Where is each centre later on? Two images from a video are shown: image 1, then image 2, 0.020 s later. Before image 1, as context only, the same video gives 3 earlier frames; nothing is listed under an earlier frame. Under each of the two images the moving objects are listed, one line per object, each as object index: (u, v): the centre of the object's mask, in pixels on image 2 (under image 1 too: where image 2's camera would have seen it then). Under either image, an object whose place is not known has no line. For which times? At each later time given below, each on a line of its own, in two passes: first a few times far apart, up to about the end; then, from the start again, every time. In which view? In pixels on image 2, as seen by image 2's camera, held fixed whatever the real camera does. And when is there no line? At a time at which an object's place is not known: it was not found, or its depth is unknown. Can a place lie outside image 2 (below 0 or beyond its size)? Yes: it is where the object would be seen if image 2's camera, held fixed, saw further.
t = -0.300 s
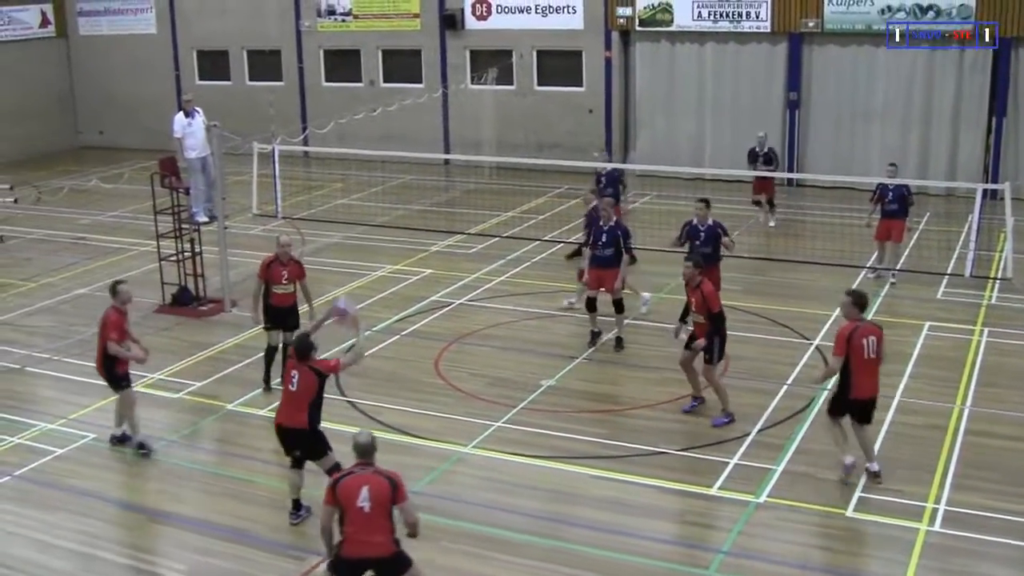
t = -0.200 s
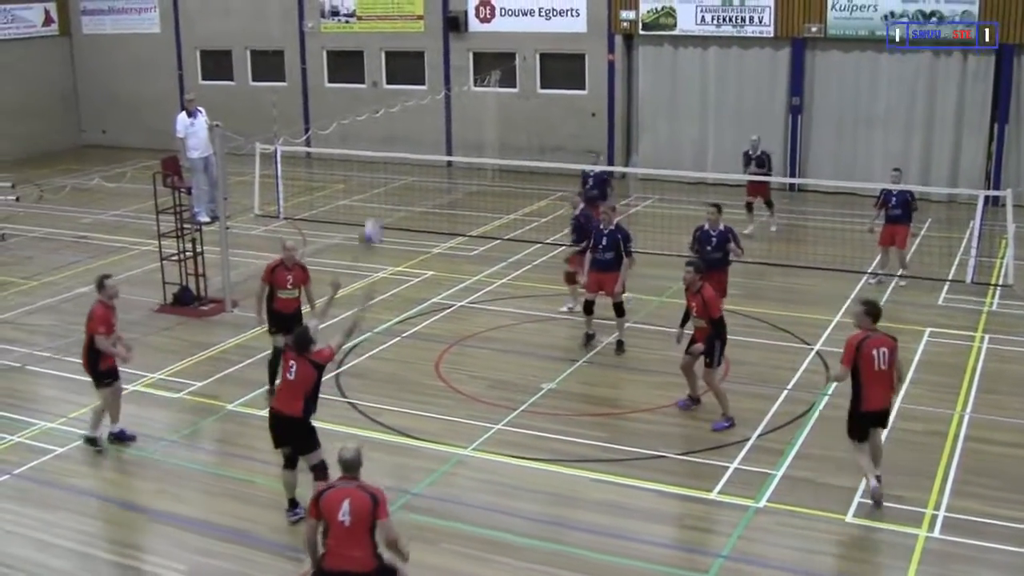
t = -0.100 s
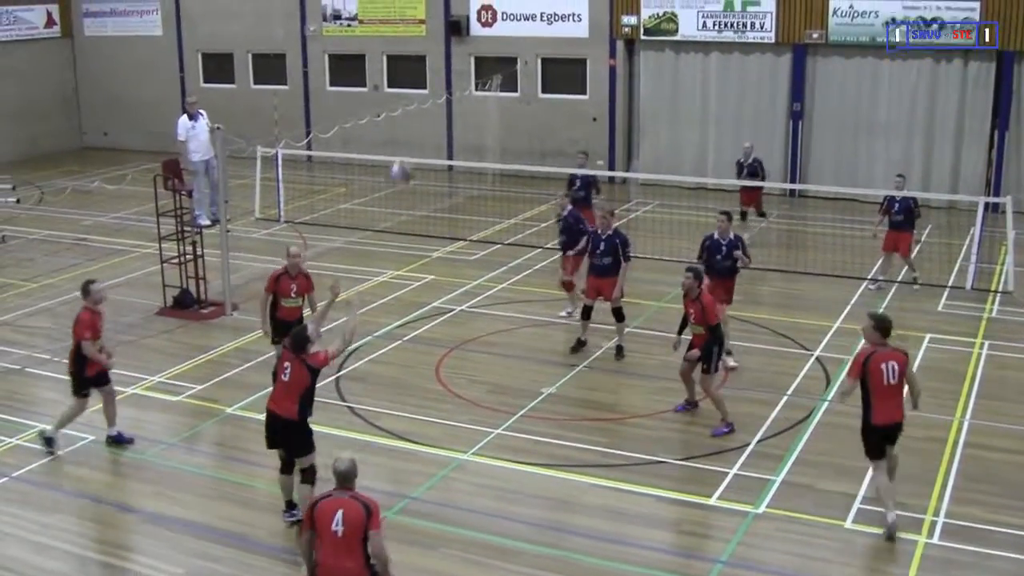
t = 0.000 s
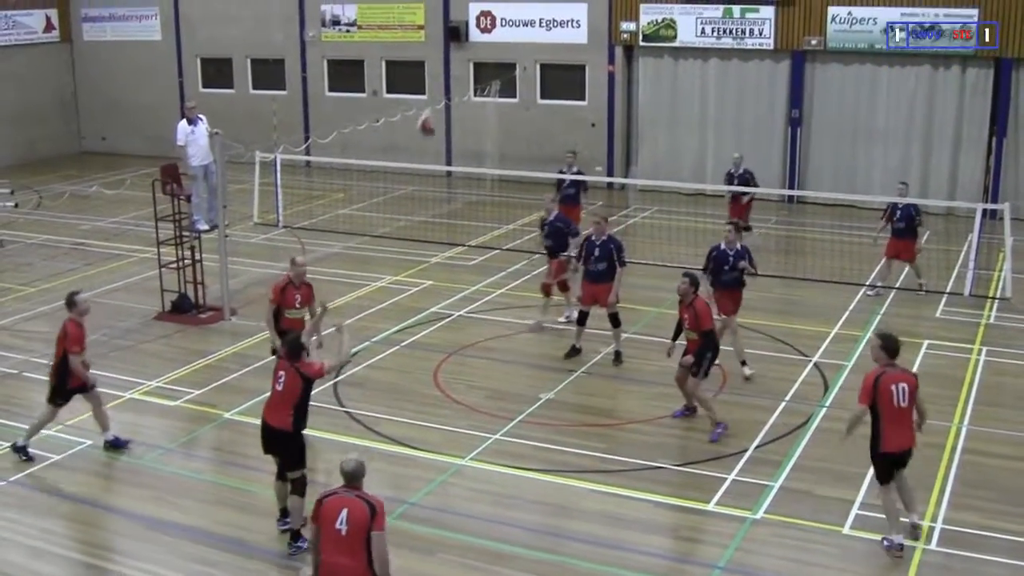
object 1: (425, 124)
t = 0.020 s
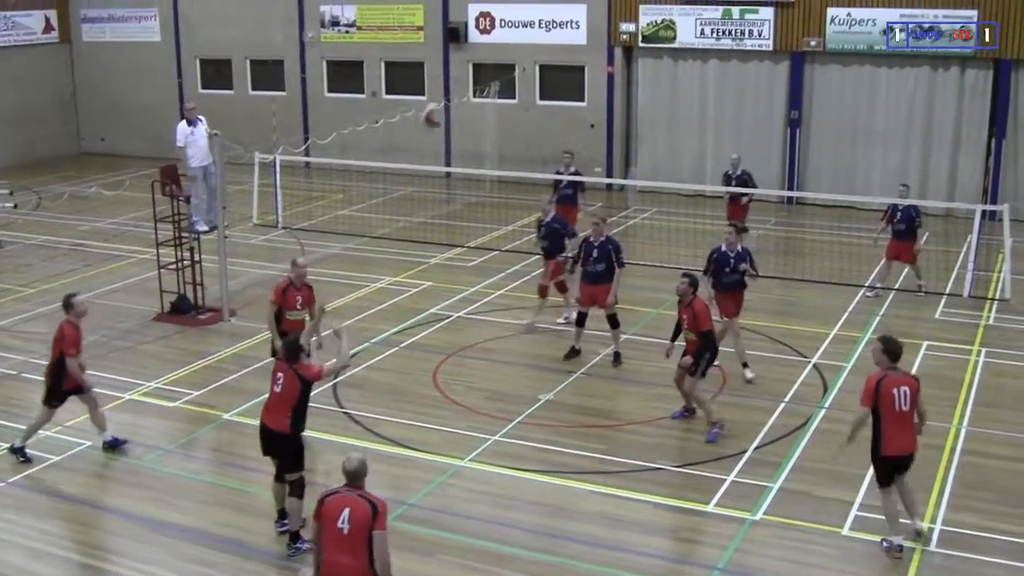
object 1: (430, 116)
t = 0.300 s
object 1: (507, 39)
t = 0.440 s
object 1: (542, 34)
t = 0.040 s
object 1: (438, 106)
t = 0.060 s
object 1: (443, 98)
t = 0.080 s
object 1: (449, 90)
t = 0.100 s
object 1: (454, 82)
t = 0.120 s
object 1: (460, 76)
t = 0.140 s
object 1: (466, 71)
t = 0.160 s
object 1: (470, 66)
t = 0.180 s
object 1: (477, 61)
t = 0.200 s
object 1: (482, 55)
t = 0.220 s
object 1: (487, 51)
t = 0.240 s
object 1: (492, 48)
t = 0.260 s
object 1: (497, 44)
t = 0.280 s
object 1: (502, 41)
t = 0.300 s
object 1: (507, 39)
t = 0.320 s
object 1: (513, 38)
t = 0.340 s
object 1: (518, 36)
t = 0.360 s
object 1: (522, 36)
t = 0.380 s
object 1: (528, 34)
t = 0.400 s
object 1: (533, 33)
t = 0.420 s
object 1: (537, 34)
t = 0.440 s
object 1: (542, 34)
